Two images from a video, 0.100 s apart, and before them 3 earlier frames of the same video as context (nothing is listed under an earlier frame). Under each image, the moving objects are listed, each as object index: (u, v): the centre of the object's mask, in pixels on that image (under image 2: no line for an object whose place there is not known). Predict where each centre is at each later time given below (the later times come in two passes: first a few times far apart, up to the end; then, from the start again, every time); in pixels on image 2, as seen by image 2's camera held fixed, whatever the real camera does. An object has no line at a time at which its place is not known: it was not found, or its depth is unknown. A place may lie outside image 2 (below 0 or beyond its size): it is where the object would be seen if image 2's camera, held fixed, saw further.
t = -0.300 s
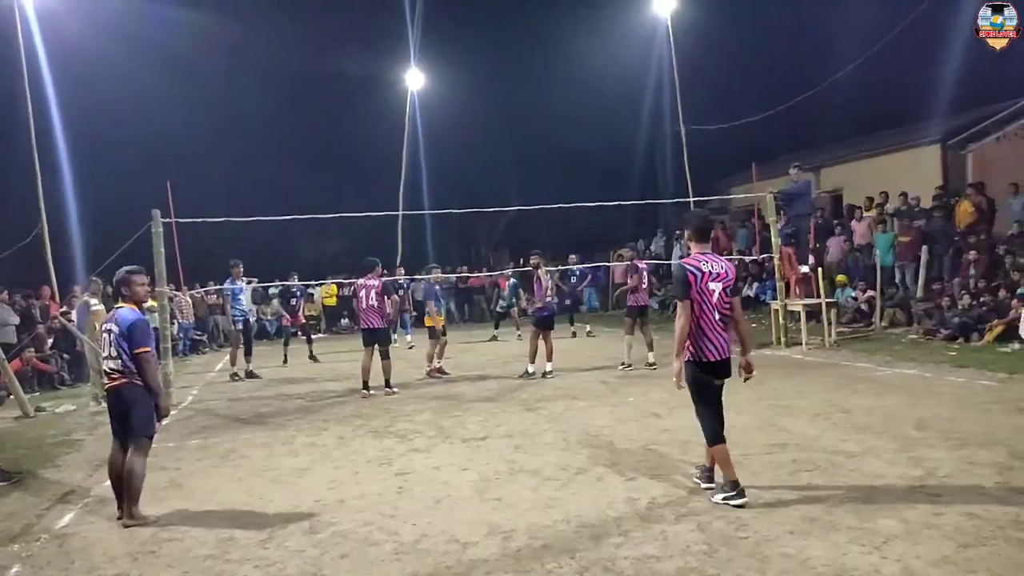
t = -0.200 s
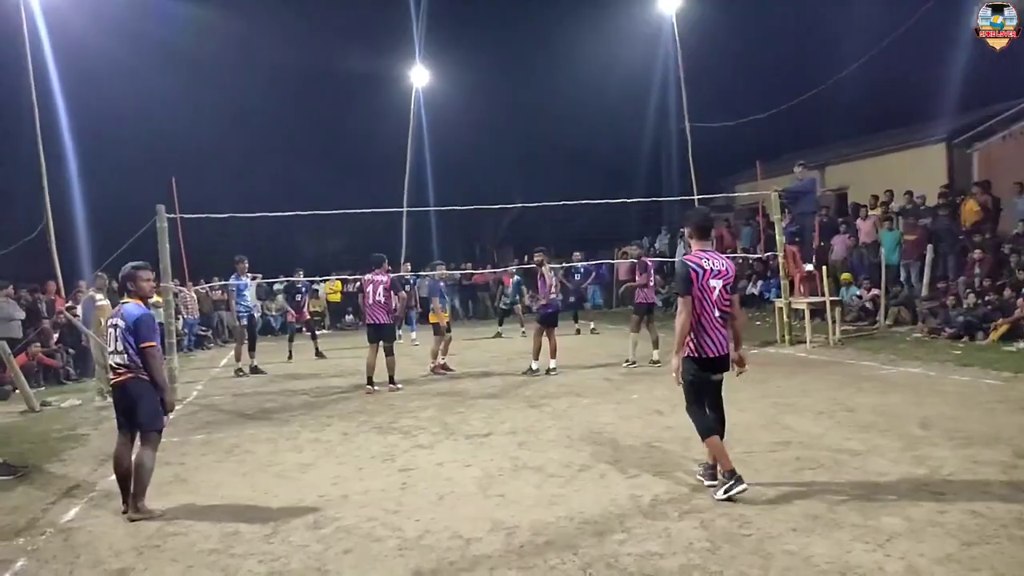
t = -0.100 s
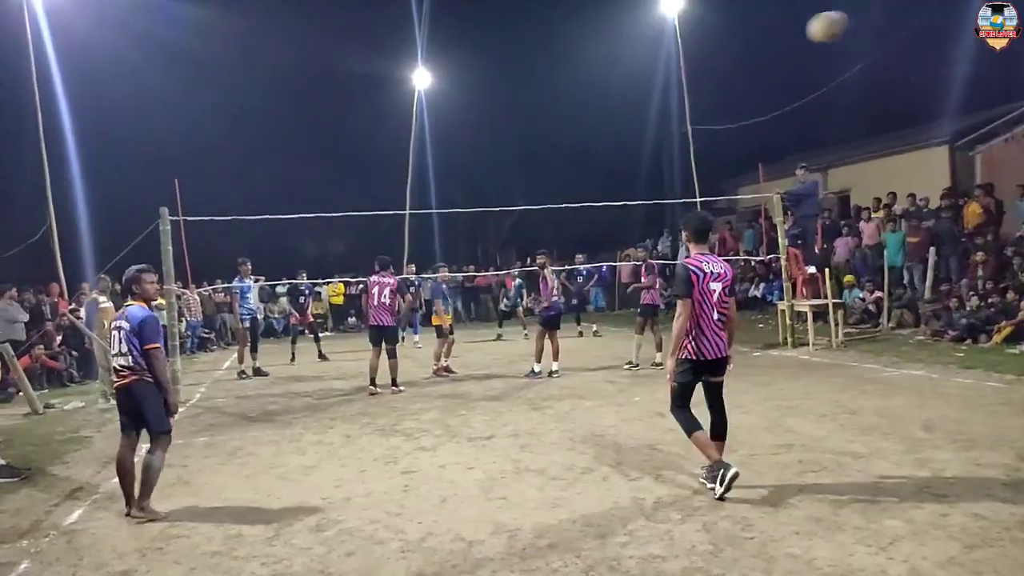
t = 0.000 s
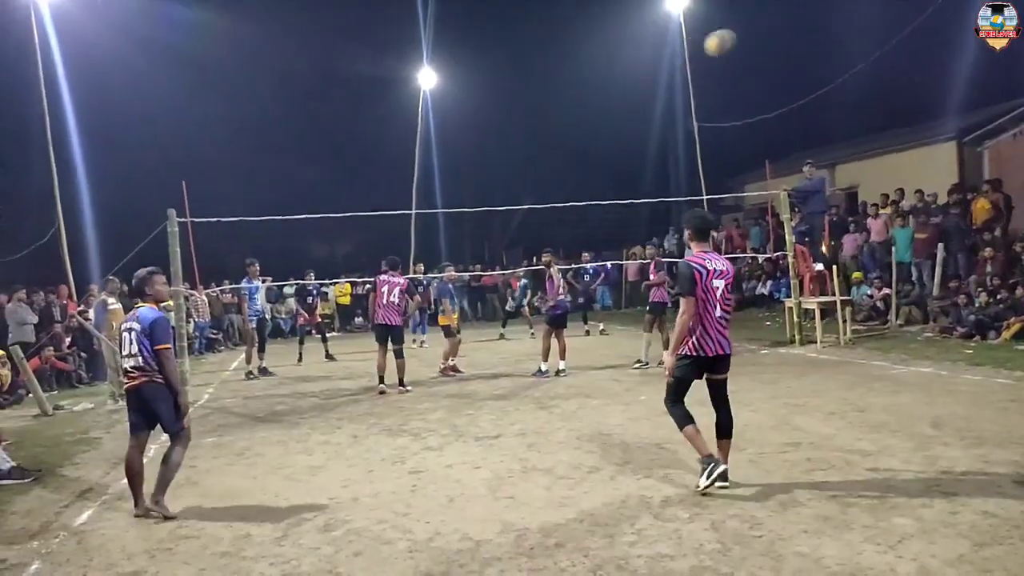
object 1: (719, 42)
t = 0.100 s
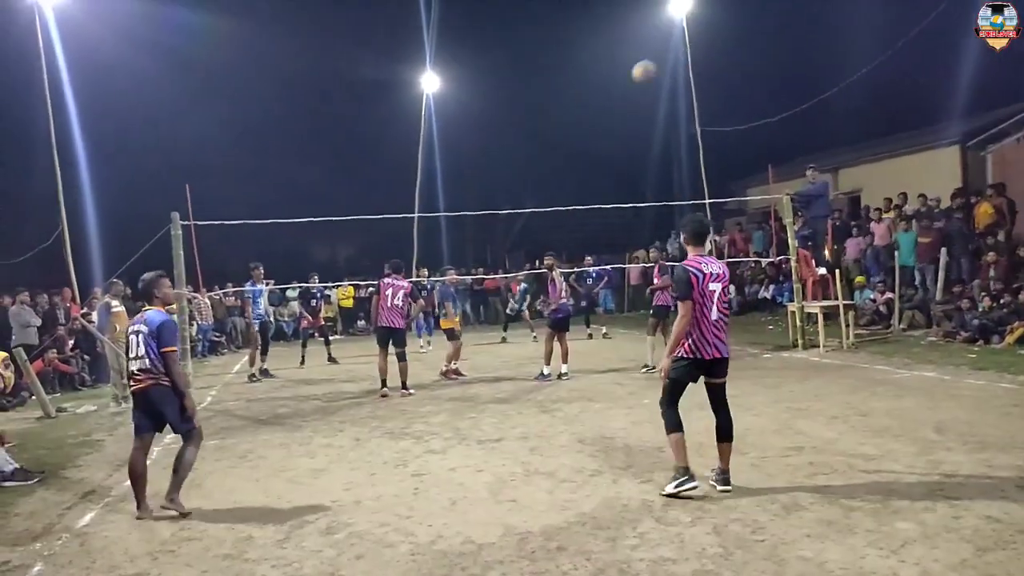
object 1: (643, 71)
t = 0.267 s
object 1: (559, 115)
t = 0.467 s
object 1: (493, 176)
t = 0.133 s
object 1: (624, 80)
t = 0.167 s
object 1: (605, 87)
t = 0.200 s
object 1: (588, 96)
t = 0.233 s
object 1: (573, 106)
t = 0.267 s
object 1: (559, 115)
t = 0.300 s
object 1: (546, 125)
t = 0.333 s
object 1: (534, 135)
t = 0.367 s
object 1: (523, 145)
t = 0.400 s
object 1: (512, 155)
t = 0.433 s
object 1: (502, 165)
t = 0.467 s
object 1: (493, 176)
